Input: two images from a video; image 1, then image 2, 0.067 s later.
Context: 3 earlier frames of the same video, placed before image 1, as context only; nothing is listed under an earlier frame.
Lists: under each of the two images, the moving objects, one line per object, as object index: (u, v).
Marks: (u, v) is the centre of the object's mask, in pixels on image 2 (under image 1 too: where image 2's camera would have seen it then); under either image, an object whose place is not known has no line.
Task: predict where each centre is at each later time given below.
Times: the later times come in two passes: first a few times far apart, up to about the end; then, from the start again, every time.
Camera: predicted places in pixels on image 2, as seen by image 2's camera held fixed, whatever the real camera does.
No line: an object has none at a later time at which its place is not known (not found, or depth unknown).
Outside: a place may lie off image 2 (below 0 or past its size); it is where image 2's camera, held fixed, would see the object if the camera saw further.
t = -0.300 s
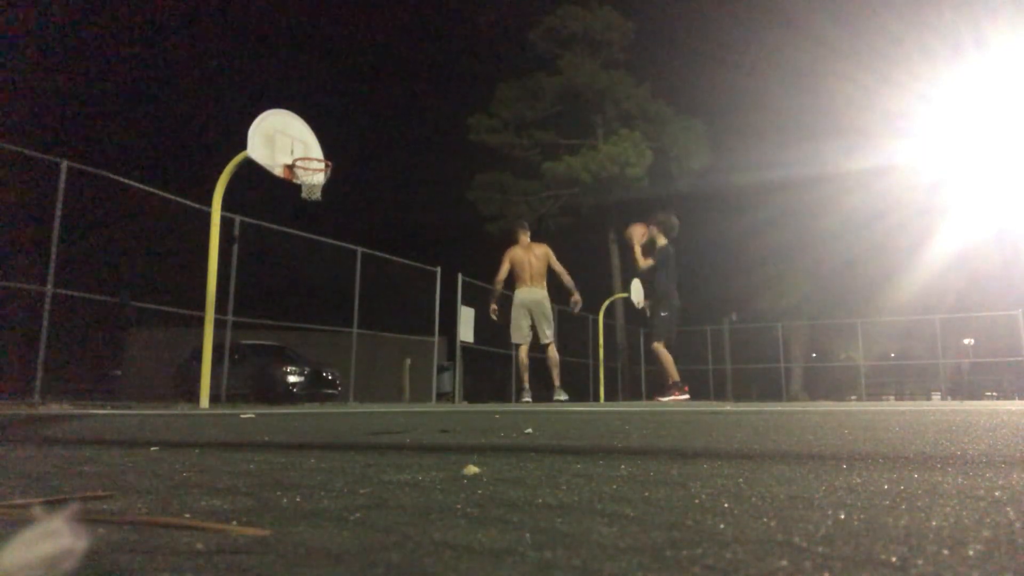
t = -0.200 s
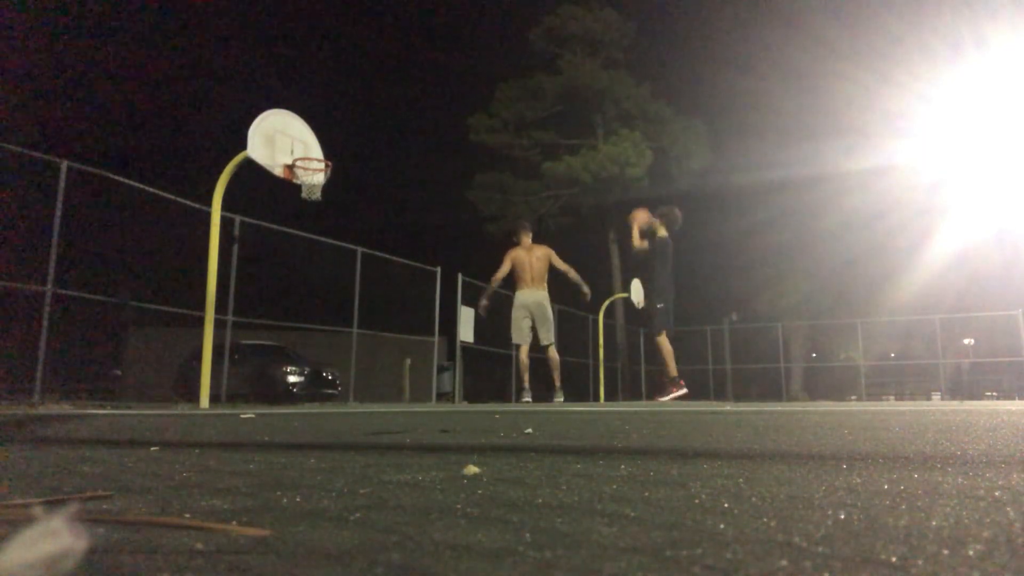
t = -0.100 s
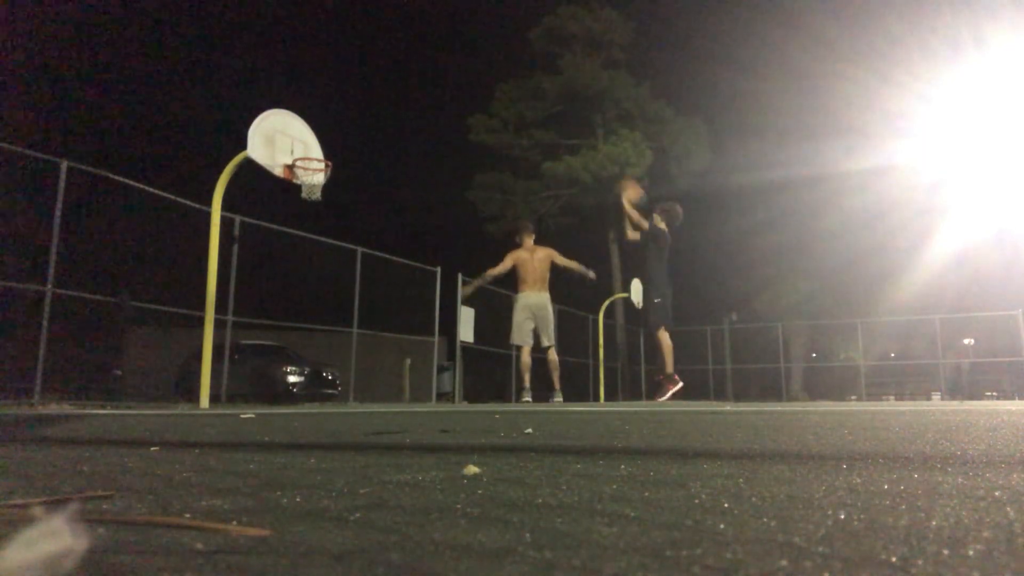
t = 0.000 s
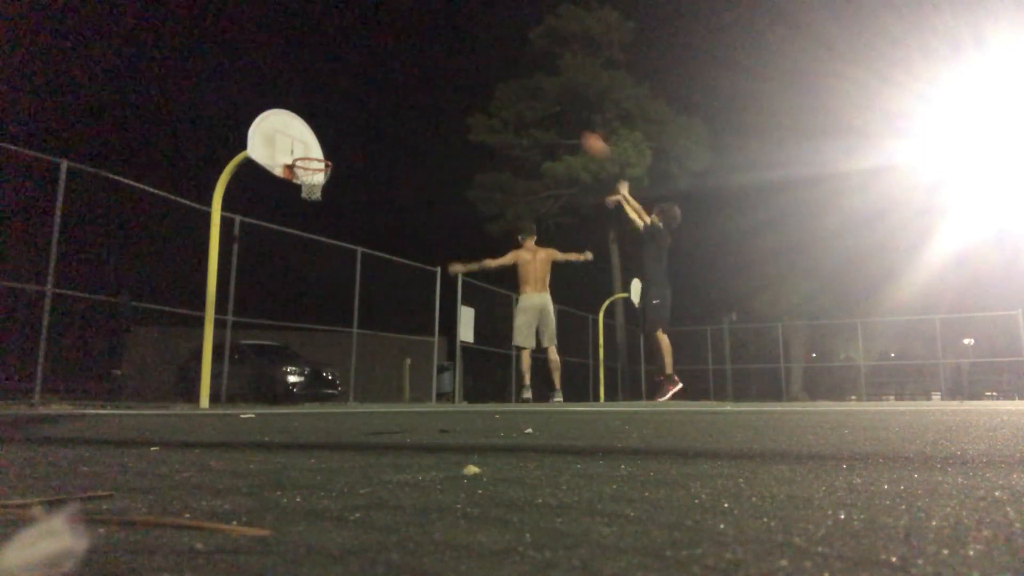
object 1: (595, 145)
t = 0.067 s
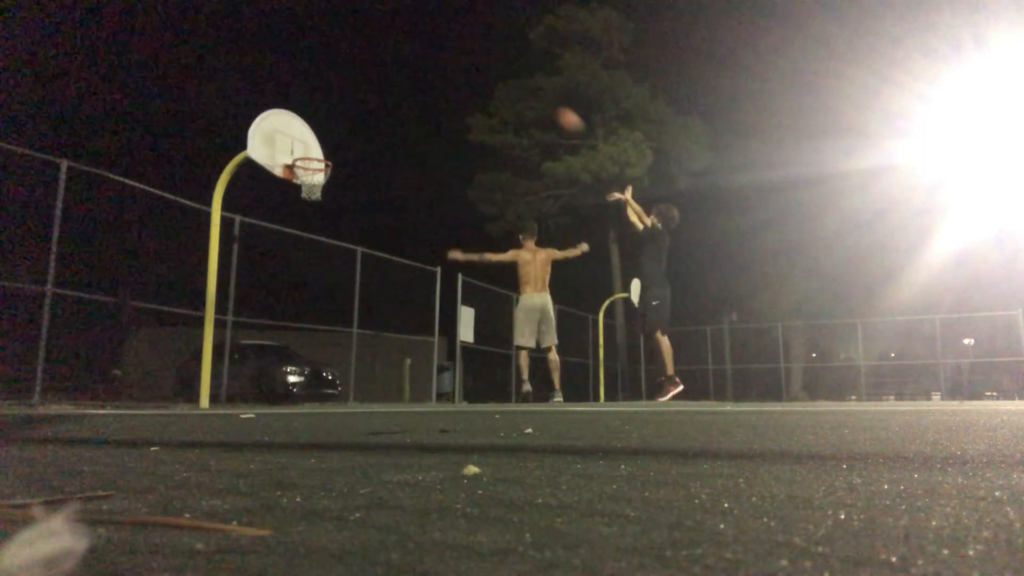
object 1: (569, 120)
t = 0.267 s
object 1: (501, 74)
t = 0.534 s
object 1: (424, 69)
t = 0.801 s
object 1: (354, 117)
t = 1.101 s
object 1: (305, 134)
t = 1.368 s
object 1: (316, 134)
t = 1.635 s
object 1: (337, 140)
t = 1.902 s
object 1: (355, 149)
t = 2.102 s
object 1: (367, 192)
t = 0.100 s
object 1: (558, 109)
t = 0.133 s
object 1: (546, 100)
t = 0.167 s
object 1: (534, 91)
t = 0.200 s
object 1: (522, 85)
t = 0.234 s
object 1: (512, 79)
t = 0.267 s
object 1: (501, 74)
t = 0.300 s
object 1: (492, 70)
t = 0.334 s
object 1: (482, 67)
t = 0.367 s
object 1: (471, 65)
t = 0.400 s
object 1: (461, 65)
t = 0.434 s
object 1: (452, 64)
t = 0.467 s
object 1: (442, 65)
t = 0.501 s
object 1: (433, 67)
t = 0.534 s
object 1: (424, 69)
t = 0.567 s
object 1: (414, 72)
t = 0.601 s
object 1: (406, 76)
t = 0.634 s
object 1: (397, 81)
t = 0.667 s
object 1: (388, 87)
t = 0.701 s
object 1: (379, 94)
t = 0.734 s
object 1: (371, 101)
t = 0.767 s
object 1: (363, 107)
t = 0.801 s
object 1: (354, 117)
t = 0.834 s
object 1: (346, 126)
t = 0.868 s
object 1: (338, 136)
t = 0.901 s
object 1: (331, 146)
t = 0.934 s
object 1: (325, 150)
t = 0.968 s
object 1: (321, 145)
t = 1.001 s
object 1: (317, 141)
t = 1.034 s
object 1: (313, 138)
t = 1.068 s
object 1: (309, 135)
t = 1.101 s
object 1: (305, 134)
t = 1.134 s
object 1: (301, 133)
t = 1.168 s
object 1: (298, 133)
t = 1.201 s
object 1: (299, 132)
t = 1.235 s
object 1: (302, 131)
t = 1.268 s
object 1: (306, 130)
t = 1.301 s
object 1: (309, 130)
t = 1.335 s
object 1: (312, 132)
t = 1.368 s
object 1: (316, 134)
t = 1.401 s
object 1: (319, 136)
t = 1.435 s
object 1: (322, 140)
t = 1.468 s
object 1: (325, 144)
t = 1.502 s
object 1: (328, 150)
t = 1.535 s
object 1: (331, 150)
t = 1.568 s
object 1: (333, 146)
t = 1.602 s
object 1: (335, 142)
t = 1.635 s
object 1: (337, 140)
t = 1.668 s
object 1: (340, 138)
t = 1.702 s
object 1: (341, 138)
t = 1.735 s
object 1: (343, 137)
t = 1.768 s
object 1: (346, 138)
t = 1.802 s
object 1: (348, 140)
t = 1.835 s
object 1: (350, 142)
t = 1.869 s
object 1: (353, 145)
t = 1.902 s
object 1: (355, 149)
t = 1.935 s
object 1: (357, 154)
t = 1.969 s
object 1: (359, 160)
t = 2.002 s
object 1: (361, 167)
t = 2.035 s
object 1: (363, 174)
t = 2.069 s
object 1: (365, 183)
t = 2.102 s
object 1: (367, 192)
